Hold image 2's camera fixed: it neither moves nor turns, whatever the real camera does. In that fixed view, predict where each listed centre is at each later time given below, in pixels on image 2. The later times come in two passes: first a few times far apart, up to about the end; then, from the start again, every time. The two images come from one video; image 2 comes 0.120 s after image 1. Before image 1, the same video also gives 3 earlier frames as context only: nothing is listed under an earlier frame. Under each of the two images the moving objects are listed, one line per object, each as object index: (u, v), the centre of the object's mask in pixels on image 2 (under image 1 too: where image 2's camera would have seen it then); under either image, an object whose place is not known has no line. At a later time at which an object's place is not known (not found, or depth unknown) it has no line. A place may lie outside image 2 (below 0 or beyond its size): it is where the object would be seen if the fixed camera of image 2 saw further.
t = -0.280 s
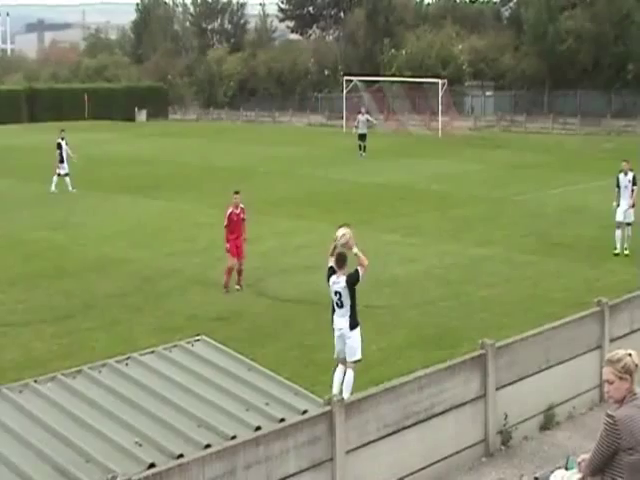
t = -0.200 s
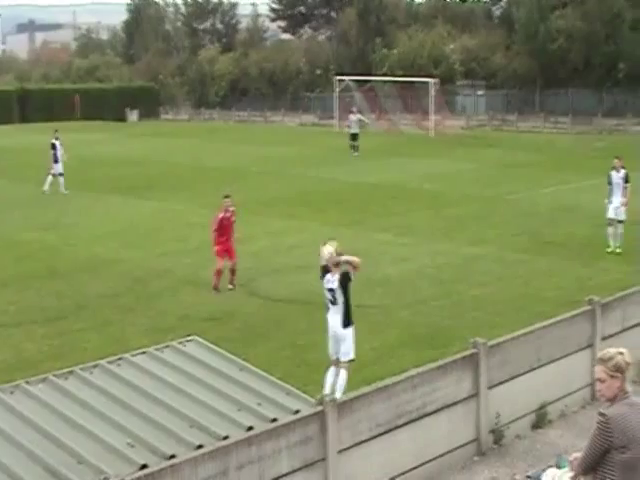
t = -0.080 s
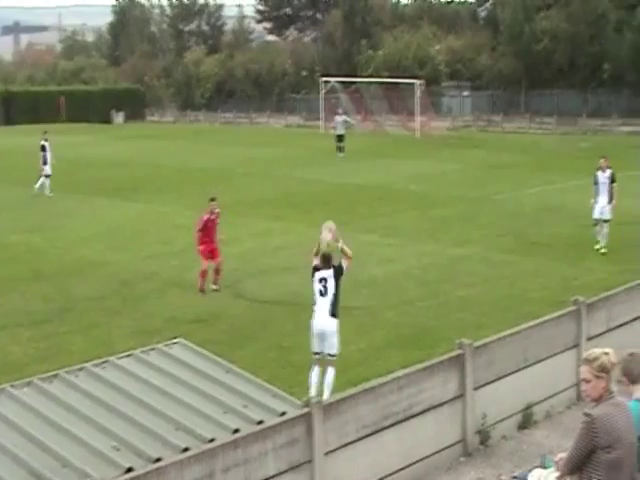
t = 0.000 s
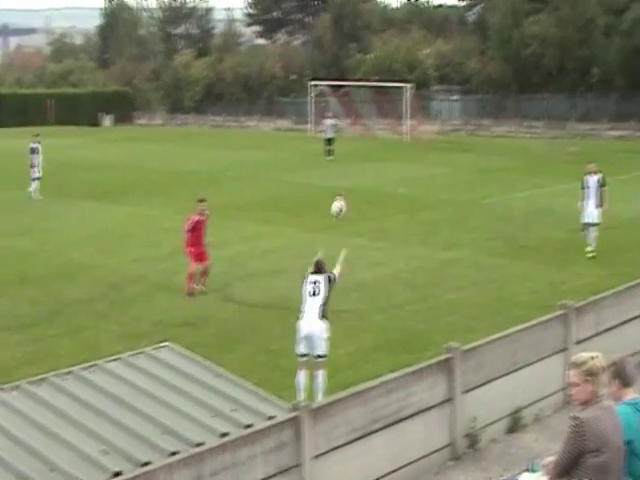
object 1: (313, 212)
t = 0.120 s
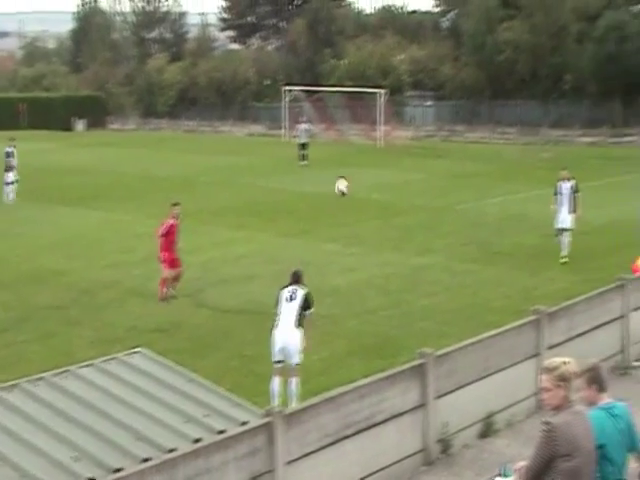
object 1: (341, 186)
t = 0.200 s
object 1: (358, 179)
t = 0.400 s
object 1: (391, 176)
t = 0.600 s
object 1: (416, 197)
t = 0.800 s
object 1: (437, 231)
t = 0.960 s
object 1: (447, 249)
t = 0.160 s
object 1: (350, 181)
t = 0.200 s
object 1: (358, 179)
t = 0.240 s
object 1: (365, 175)
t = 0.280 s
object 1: (372, 174)
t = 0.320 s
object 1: (378, 174)
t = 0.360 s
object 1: (384, 174)
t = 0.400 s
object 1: (391, 176)
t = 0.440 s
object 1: (396, 179)
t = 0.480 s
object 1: (400, 183)
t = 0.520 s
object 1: (406, 187)
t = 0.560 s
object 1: (411, 192)
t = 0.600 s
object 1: (416, 197)
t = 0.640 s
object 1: (421, 201)
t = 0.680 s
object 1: (425, 208)
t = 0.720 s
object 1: (430, 216)
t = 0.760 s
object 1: (434, 223)
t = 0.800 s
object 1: (437, 231)
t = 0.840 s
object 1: (440, 240)
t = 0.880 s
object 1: (443, 248)
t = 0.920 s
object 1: (445, 257)
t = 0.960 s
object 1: (447, 249)
